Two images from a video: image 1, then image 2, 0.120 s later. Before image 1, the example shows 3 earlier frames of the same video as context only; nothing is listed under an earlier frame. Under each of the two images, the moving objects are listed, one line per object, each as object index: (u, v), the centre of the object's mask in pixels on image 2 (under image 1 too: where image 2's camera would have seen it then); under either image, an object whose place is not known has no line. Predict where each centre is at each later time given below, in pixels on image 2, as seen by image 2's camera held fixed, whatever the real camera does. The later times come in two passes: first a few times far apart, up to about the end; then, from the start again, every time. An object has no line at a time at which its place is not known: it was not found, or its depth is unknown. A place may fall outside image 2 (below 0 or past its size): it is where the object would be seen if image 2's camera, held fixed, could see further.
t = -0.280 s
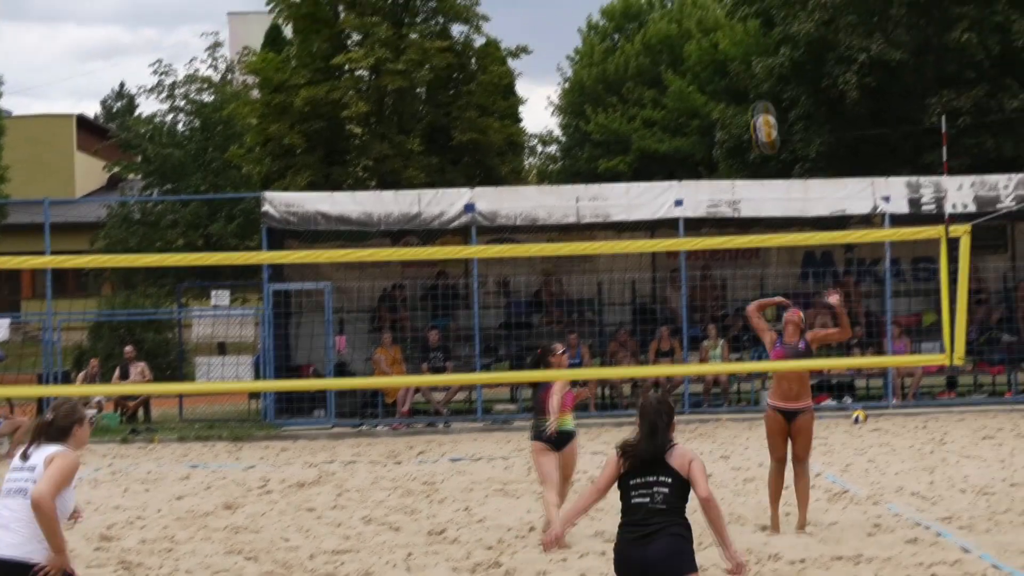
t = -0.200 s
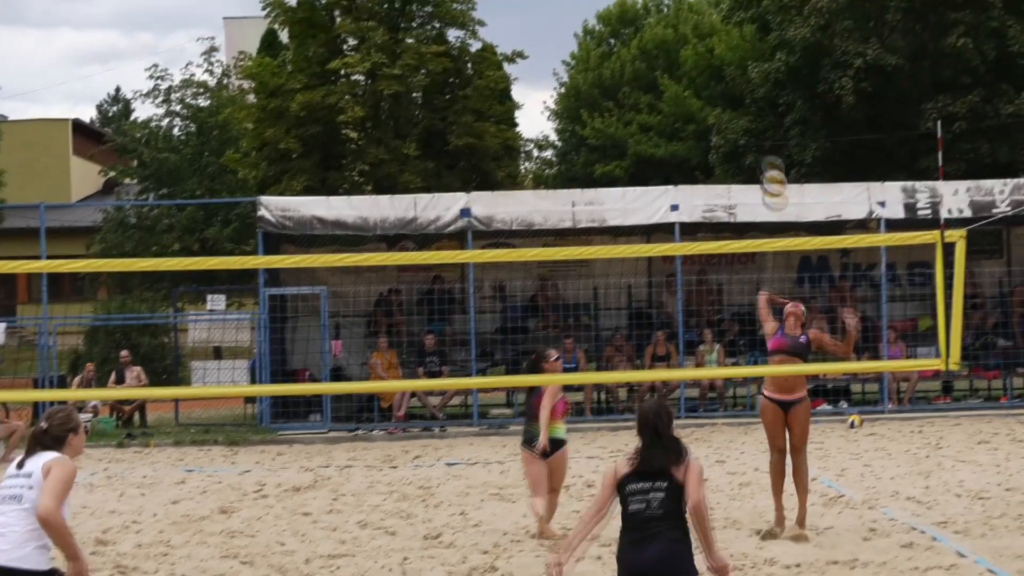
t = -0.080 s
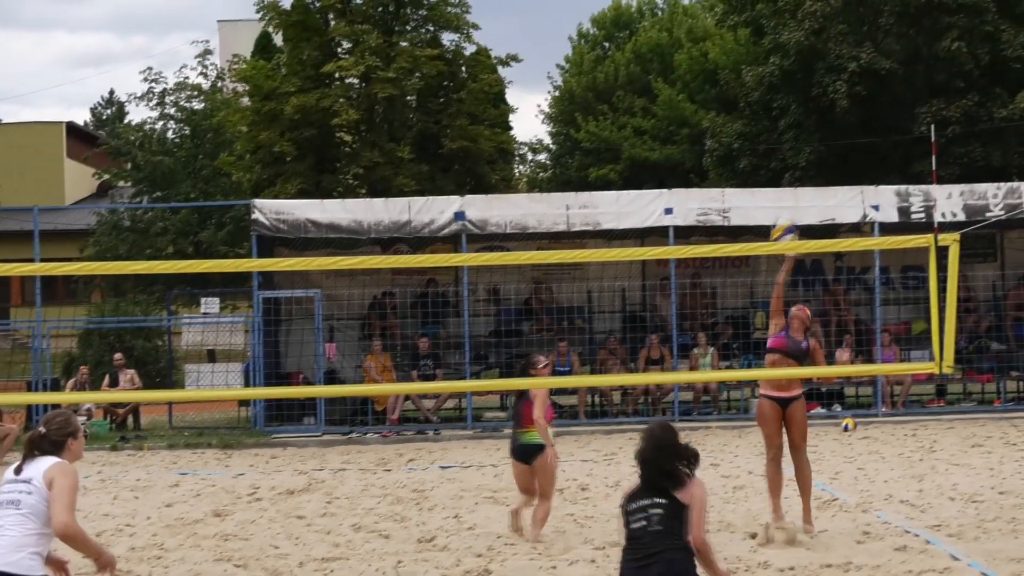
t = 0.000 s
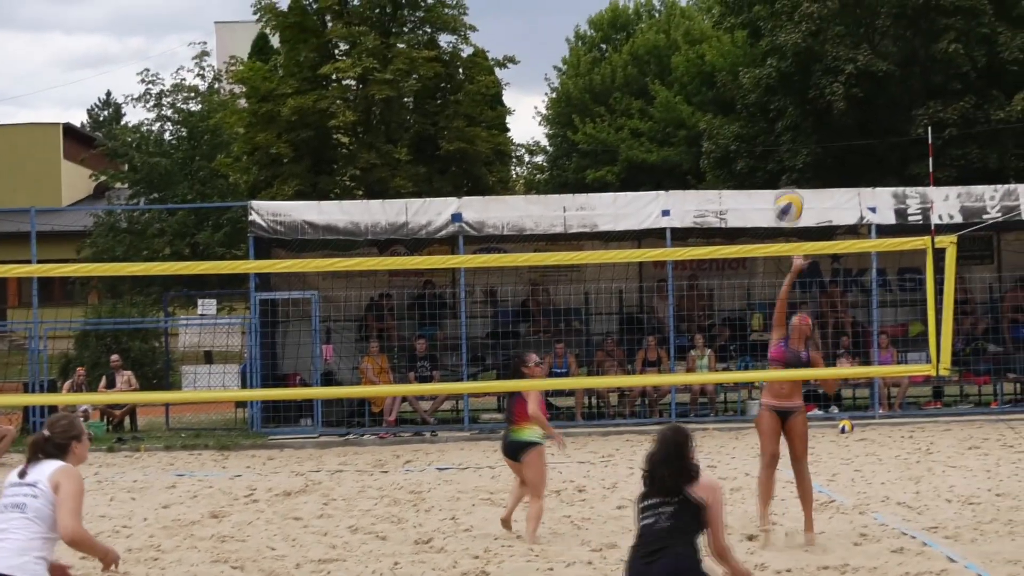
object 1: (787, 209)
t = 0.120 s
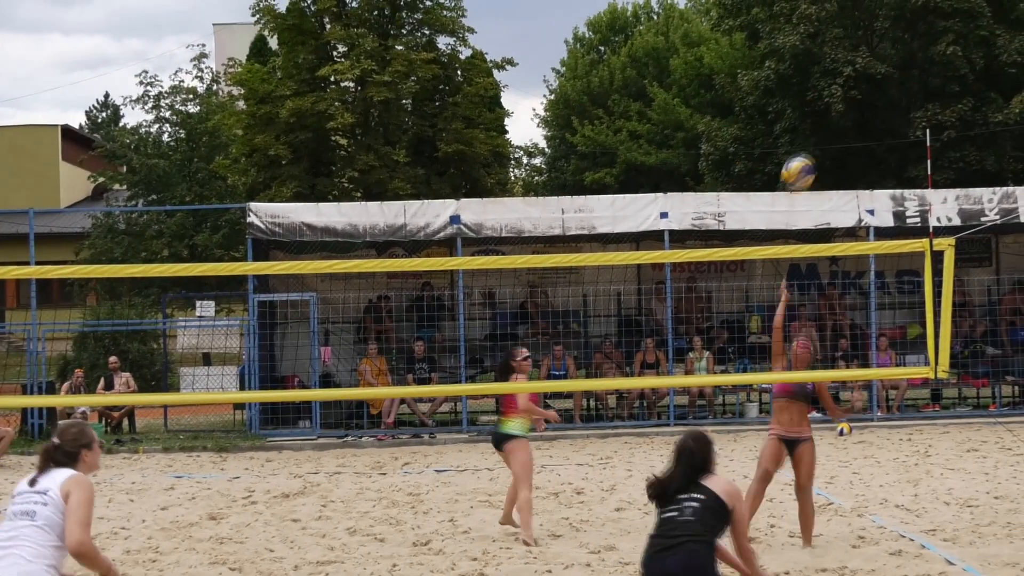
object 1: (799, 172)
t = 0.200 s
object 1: (808, 158)
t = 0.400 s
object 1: (838, 165)
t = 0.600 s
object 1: (881, 265)
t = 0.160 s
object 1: (802, 165)
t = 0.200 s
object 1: (808, 158)
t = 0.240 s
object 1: (813, 154)
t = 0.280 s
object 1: (819, 152)
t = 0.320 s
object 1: (824, 153)
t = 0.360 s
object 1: (831, 158)
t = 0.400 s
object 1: (838, 165)
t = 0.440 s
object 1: (845, 175)
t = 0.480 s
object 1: (853, 191)
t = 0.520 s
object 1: (861, 210)
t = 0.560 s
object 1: (871, 235)
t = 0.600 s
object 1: (881, 265)
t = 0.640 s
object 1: (889, 301)
